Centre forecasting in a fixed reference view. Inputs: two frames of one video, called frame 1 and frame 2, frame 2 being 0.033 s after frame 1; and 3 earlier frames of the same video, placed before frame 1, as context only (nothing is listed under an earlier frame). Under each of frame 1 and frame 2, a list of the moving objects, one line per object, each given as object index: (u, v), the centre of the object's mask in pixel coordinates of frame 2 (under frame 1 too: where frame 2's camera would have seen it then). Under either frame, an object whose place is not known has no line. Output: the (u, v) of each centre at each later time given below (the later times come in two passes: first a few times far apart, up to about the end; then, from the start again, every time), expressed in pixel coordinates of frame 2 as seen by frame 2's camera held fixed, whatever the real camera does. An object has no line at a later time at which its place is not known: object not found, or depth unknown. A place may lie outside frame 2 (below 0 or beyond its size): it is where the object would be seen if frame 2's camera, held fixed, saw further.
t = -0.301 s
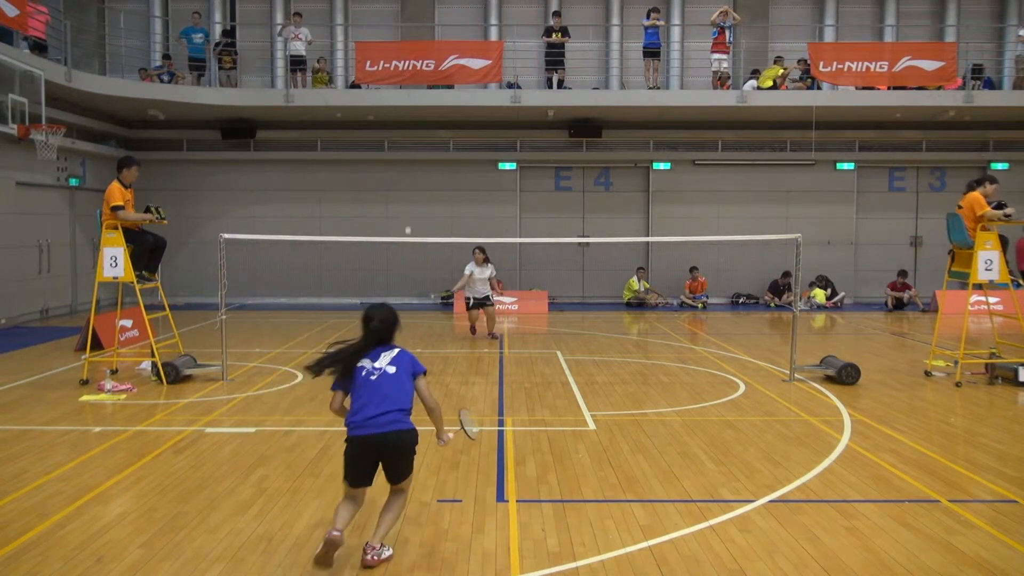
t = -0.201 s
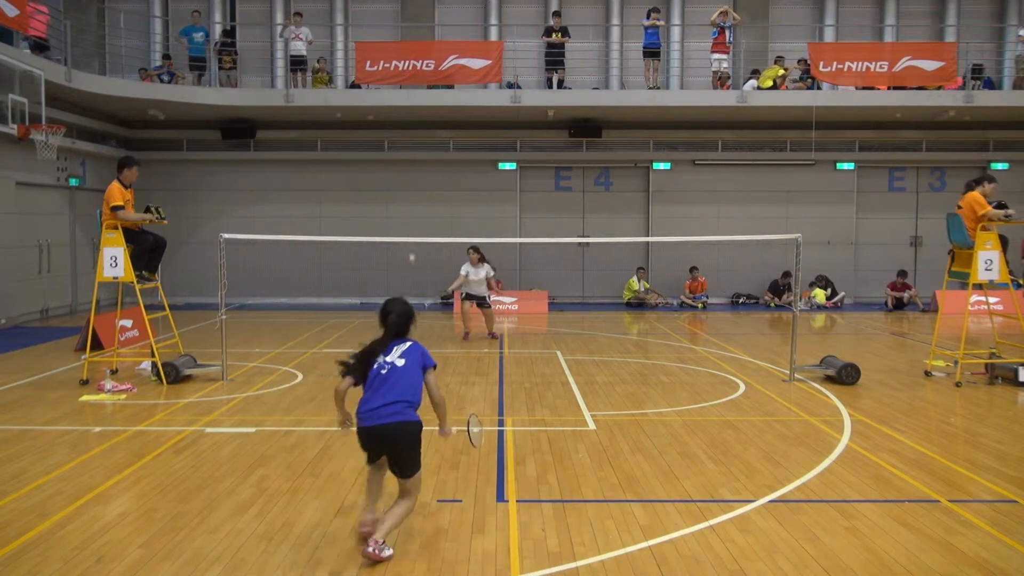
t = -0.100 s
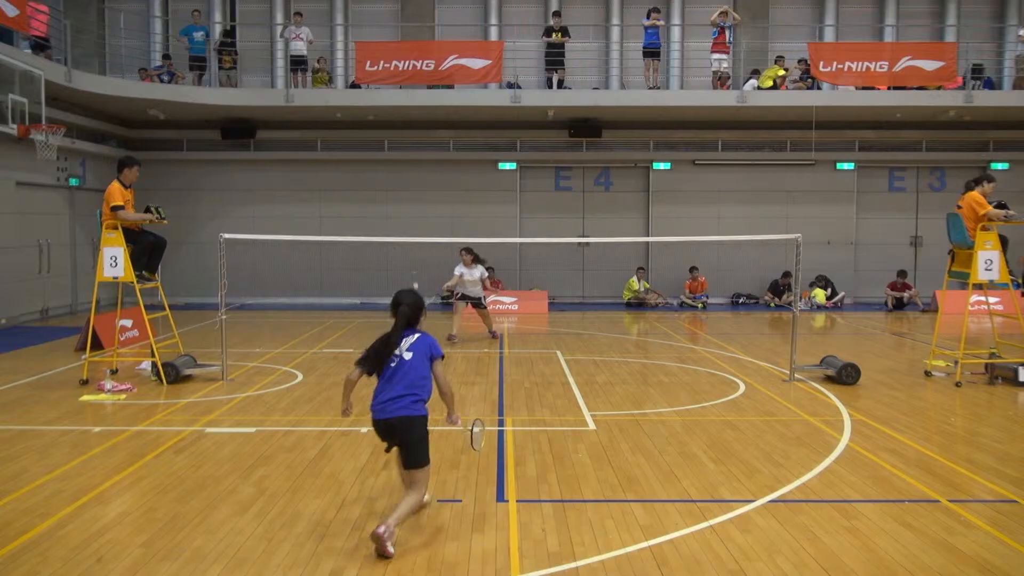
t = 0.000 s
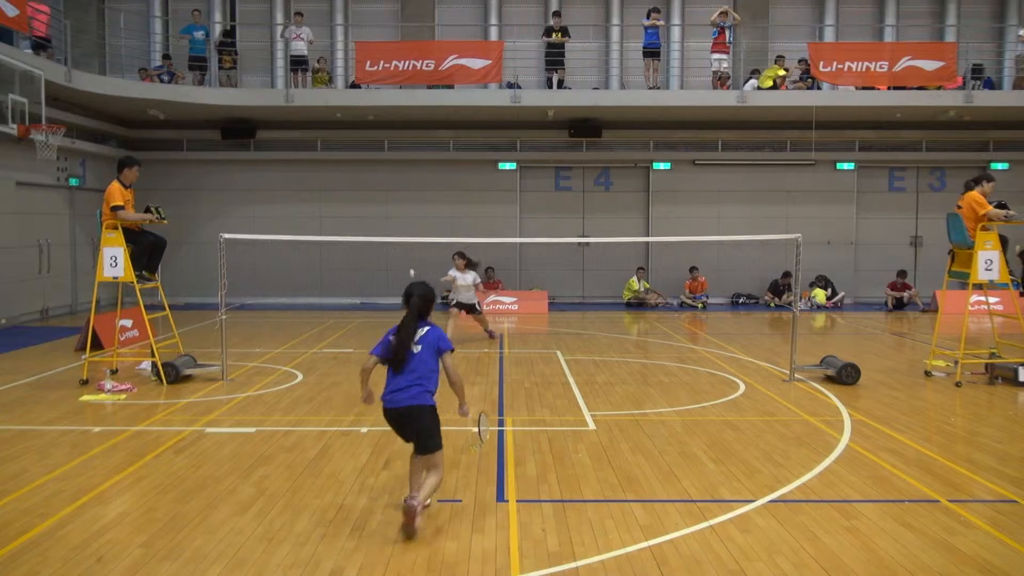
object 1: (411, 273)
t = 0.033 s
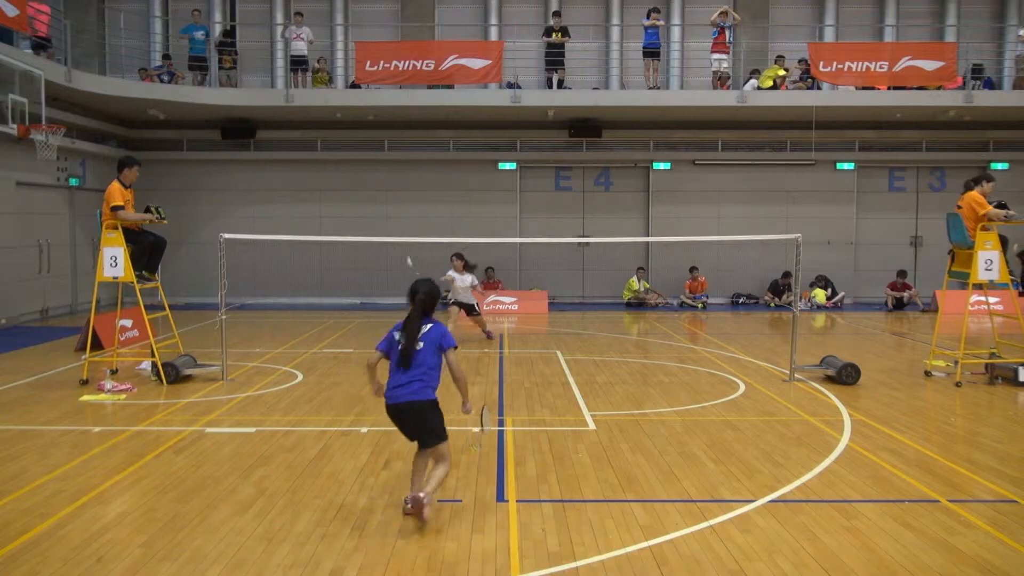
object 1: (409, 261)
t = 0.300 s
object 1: (388, 188)
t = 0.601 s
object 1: (370, 183)
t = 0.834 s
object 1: (356, 245)
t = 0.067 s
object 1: (406, 248)
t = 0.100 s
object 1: (403, 235)
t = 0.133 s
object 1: (400, 225)
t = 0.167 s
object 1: (397, 214)
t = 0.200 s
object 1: (395, 206)
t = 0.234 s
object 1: (392, 199)
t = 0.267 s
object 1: (390, 193)
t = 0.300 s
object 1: (388, 188)
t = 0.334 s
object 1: (386, 184)
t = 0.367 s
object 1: (384, 181)
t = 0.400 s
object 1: (382, 179)
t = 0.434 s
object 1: (380, 177)
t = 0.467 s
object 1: (379, 176)
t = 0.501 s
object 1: (377, 176)
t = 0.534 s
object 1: (374, 177)
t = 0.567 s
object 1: (372, 180)
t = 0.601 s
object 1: (370, 183)
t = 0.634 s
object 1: (368, 188)
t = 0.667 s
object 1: (365, 194)
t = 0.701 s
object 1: (363, 202)
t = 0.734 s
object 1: (362, 211)
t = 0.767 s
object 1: (360, 220)
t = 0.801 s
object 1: (358, 231)
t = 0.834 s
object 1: (356, 245)
